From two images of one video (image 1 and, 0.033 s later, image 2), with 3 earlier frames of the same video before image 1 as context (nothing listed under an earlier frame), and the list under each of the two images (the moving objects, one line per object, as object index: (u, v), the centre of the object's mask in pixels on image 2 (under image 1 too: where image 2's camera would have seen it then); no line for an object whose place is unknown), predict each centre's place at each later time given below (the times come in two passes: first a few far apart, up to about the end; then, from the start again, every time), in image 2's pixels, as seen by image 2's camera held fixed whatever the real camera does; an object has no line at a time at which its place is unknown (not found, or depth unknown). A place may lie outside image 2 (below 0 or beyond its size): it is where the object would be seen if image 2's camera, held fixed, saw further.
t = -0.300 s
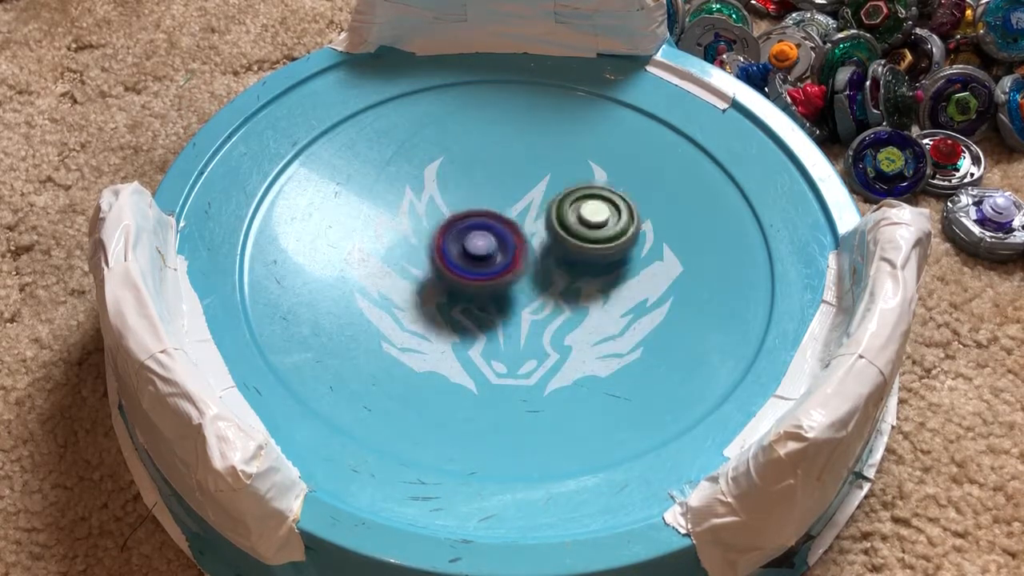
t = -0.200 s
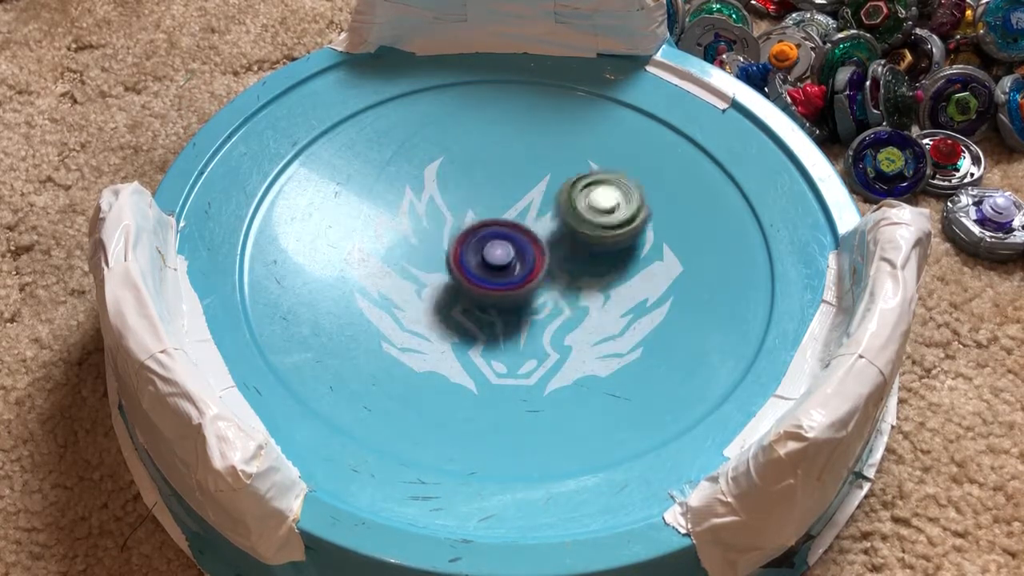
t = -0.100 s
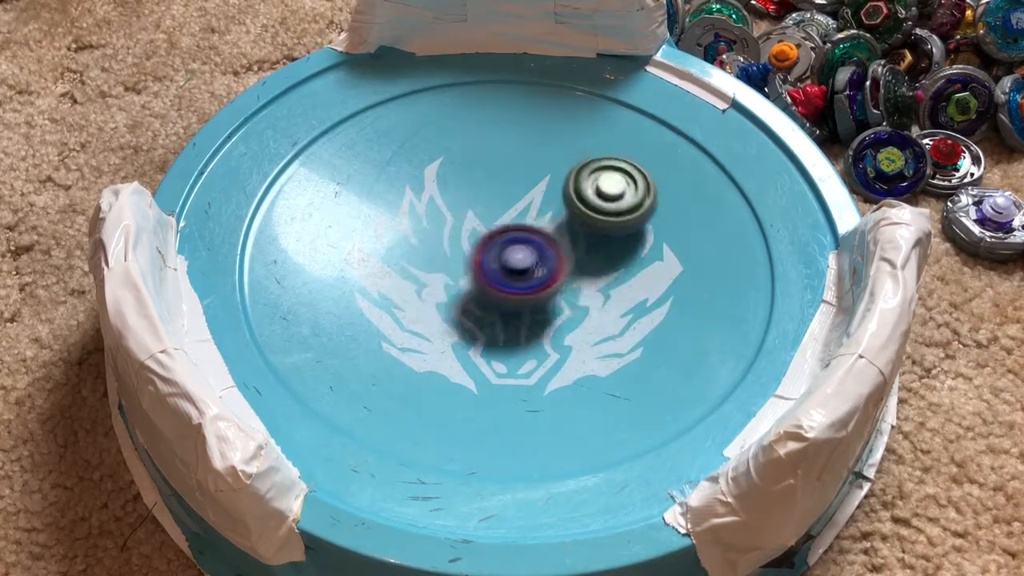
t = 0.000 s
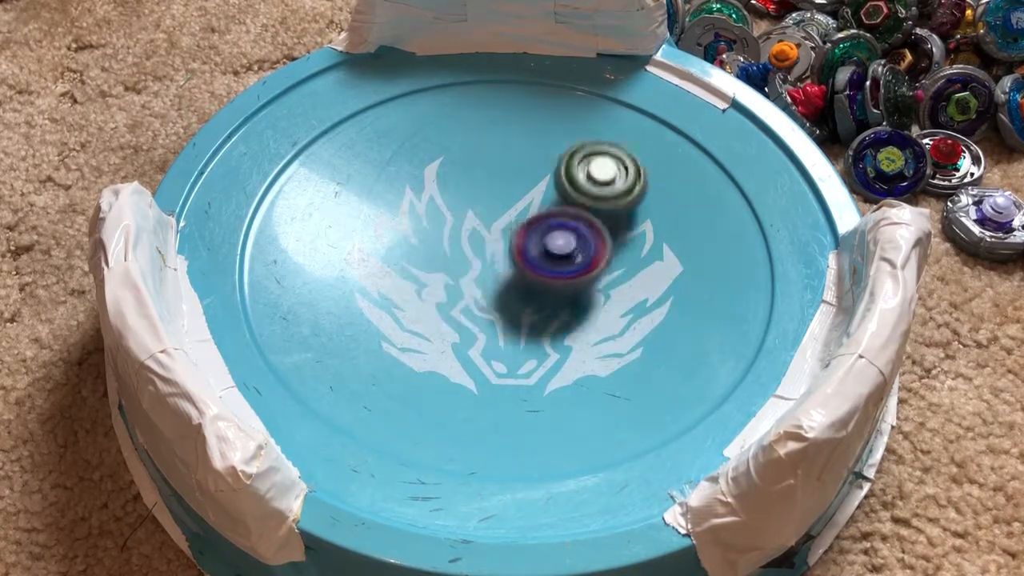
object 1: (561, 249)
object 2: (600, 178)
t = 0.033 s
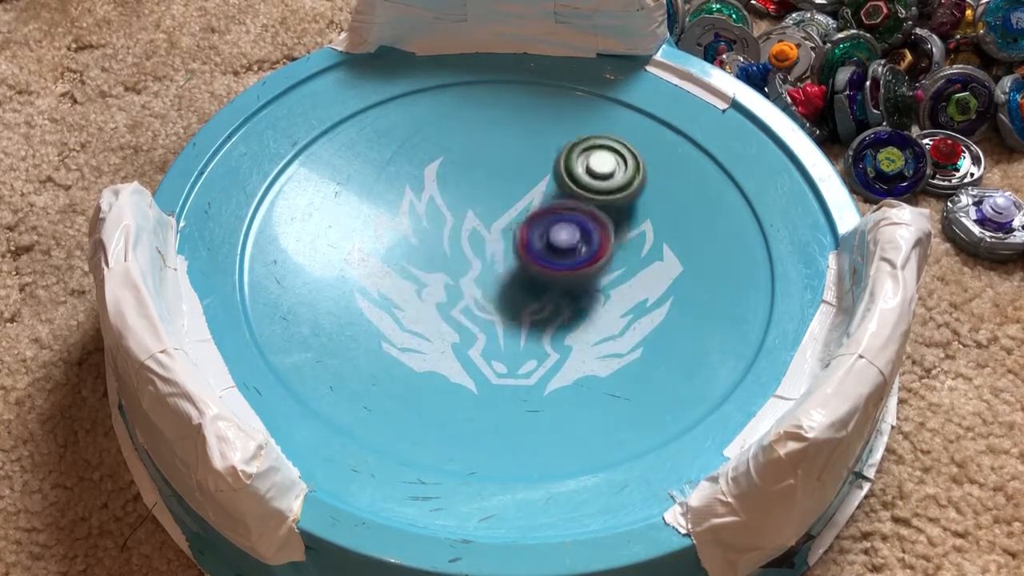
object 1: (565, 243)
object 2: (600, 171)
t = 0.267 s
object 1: (528, 252)
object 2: (580, 145)
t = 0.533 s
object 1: (544, 274)
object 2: (535, 191)
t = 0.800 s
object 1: (595, 294)
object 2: (532, 183)
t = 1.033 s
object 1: (557, 282)
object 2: (492, 168)
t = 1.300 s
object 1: (548, 318)
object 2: (471, 202)
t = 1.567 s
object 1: (564, 279)
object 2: (442, 224)
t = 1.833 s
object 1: (533, 273)
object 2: (426, 242)
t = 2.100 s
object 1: (565, 286)
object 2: (417, 259)
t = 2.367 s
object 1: (559, 229)
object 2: (363, 284)
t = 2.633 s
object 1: (488, 226)
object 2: (364, 306)
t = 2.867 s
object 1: (578, 256)
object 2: (379, 329)
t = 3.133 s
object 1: (521, 163)
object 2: (444, 312)
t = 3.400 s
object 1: (407, 281)
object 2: (519, 346)
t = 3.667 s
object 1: (440, 318)
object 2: (775, 248)
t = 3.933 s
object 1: (558, 200)
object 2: (651, 83)
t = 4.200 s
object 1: (351, 173)
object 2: (501, 150)
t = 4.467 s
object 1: (500, 341)
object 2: (470, 252)
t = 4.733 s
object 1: (673, 166)
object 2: (493, 278)
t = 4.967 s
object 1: (484, 89)
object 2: (505, 287)
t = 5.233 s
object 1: (393, 297)
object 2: (513, 291)
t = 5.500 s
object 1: (703, 352)
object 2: (516, 280)
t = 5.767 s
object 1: (662, 153)
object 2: (512, 267)
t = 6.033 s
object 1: (390, 206)
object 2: (510, 253)
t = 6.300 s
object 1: (438, 414)
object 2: (511, 242)
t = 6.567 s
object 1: (696, 317)
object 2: (516, 240)
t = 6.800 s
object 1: (552, 148)
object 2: (523, 242)
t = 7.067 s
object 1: (296, 195)
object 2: (530, 253)
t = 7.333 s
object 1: (423, 375)
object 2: (532, 262)
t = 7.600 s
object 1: (669, 238)
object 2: (526, 271)
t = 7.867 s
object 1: (519, 80)
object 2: (517, 273)
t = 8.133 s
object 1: (347, 214)
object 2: (506, 271)
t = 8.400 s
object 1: (573, 366)
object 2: (498, 260)
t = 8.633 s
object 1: (756, 235)
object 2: (497, 256)
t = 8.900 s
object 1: (562, 126)
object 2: (504, 249)
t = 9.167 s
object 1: (367, 268)
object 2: (515, 244)
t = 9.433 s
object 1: (543, 421)
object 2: (526, 247)
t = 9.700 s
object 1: (685, 256)
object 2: (532, 256)
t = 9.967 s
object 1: (461, 143)
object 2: (532, 265)
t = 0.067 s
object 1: (561, 240)
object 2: (601, 162)
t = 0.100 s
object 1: (552, 240)
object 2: (603, 149)
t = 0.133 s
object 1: (545, 243)
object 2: (601, 144)
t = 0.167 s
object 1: (540, 244)
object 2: (597, 142)
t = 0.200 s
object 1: (535, 246)
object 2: (591, 143)
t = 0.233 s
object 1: (531, 248)
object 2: (586, 143)
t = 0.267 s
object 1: (528, 252)
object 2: (580, 145)
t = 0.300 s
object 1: (526, 256)
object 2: (574, 149)
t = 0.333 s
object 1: (525, 261)
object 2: (567, 154)
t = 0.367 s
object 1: (526, 265)
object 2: (560, 160)
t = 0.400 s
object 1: (529, 269)
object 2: (554, 166)
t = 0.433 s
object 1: (533, 272)
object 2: (547, 173)
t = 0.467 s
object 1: (537, 274)
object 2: (542, 179)
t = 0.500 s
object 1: (541, 272)
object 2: (537, 186)
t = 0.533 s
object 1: (544, 274)
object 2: (535, 191)
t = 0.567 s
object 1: (546, 274)
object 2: (534, 196)
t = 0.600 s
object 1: (549, 273)
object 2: (535, 199)
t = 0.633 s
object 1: (552, 283)
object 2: (536, 189)
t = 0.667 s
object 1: (558, 295)
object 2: (537, 180)
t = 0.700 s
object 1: (566, 301)
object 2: (538, 177)
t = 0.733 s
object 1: (576, 304)
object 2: (537, 177)
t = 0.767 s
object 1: (587, 303)
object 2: (534, 180)
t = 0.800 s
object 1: (595, 294)
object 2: (532, 183)
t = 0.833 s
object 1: (601, 285)
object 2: (530, 188)
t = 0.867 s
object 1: (599, 277)
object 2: (529, 193)
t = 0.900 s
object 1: (592, 265)
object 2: (529, 197)
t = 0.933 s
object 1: (585, 259)
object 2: (523, 196)
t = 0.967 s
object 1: (579, 267)
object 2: (510, 180)
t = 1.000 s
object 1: (568, 277)
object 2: (499, 171)
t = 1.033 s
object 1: (557, 282)
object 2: (492, 168)
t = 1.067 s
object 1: (548, 287)
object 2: (487, 170)
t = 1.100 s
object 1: (541, 292)
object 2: (483, 173)
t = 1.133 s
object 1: (536, 299)
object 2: (481, 177)
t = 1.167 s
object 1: (535, 303)
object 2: (478, 181)
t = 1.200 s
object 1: (535, 309)
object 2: (476, 186)
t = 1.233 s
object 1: (537, 315)
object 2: (474, 192)
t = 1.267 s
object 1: (541, 317)
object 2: (472, 197)
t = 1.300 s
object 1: (548, 318)
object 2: (471, 202)
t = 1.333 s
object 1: (556, 318)
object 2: (469, 208)
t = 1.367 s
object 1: (562, 315)
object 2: (469, 214)
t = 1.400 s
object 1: (566, 309)
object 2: (468, 219)
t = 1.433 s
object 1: (568, 300)
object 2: (468, 224)
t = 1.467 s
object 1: (565, 288)
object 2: (468, 229)
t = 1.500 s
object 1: (557, 280)
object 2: (468, 234)
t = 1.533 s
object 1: (559, 279)
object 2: (457, 231)
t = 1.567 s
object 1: (564, 279)
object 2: (442, 224)
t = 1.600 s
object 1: (565, 281)
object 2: (432, 220)
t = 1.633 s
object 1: (564, 279)
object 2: (428, 220)
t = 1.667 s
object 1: (561, 279)
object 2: (426, 223)
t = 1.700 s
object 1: (559, 275)
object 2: (425, 227)
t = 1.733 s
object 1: (553, 275)
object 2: (424, 231)
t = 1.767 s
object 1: (547, 274)
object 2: (425, 233)
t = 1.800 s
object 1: (540, 273)
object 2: (425, 239)
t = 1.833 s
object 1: (533, 273)
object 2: (426, 242)
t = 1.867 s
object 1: (527, 275)
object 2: (426, 247)
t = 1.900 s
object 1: (526, 279)
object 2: (422, 248)
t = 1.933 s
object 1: (532, 287)
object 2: (415, 246)
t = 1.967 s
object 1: (539, 290)
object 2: (413, 248)
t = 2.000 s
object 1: (545, 294)
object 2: (413, 250)
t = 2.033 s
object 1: (552, 294)
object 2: (414, 254)
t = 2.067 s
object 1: (559, 291)
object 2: (416, 255)
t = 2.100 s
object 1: (565, 286)
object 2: (417, 259)
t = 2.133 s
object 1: (566, 279)
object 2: (420, 261)
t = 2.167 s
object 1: (565, 273)
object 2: (423, 263)
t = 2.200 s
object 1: (560, 265)
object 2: (425, 268)
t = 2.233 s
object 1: (551, 259)
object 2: (427, 269)
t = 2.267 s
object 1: (539, 253)
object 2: (429, 271)
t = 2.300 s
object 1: (530, 247)
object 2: (427, 271)
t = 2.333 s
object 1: (547, 237)
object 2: (393, 279)
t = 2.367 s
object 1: (559, 229)
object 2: (363, 284)
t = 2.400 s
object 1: (563, 224)
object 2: (343, 288)
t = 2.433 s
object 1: (561, 217)
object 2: (335, 291)
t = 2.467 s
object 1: (554, 213)
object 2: (333, 294)
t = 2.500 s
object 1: (543, 211)
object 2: (336, 297)
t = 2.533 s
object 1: (530, 210)
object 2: (341, 300)
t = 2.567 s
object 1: (515, 211)
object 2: (347, 303)
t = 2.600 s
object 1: (501, 215)
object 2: (355, 305)
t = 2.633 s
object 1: (488, 226)
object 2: (364, 306)
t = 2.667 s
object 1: (478, 238)
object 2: (375, 308)
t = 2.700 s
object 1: (472, 251)
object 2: (387, 308)
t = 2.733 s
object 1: (487, 257)
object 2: (382, 314)
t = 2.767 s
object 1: (511, 263)
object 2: (372, 322)
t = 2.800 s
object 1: (535, 265)
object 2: (370, 326)
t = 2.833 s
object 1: (557, 263)
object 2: (373, 328)
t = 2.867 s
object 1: (578, 256)
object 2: (379, 329)
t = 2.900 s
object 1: (594, 244)
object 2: (386, 328)
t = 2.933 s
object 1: (604, 230)
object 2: (394, 328)
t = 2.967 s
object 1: (607, 216)
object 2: (403, 327)
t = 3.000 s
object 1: (603, 199)
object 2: (412, 326)
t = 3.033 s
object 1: (592, 184)
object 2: (420, 321)
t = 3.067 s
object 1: (573, 172)
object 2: (429, 320)
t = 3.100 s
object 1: (549, 164)
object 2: (437, 318)
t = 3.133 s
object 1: (521, 163)
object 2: (444, 312)
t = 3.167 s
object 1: (493, 167)
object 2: (450, 310)
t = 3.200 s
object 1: (465, 179)
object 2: (456, 306)
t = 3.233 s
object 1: (442, 198)
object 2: (462, 303)
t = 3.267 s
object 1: (424, 221)
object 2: (468, 300)
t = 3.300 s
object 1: (411, 231)
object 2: (479, 310)
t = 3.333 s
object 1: (401, 244)
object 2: (495, 328)
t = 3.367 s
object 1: (400, 261)
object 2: (508, 342)
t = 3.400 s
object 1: (407, 281)
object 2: (519, 346)
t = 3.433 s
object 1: (423, 302)
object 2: (529, 345)
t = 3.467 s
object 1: (410, 303)
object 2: (583, 352)
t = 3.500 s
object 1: (394, 301)
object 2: (653, 363)
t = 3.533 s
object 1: (386, 300)
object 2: (716, 365)
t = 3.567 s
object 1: (387, 302)
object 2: (758, 341)
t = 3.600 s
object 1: (397, 307)
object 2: (786, 322)
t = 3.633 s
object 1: (414, 314)
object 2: (782, 284)
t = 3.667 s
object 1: (440, 318)
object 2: (775, 248)
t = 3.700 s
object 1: (470, 322)
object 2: (768, 213)
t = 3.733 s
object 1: (500, 316)
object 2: (757, 182)
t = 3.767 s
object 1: (527, 307)
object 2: (743, 152)
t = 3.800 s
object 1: (547, 292)
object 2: (726, 128)
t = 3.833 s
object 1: (562, 270)
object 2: (707, 110)
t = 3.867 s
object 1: (568, 247)
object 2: (690, 97)
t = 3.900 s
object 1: (566, 223)
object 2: (670, 89)
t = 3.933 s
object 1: (558, 200)
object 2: (651, 83)
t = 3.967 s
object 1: (543, 178)
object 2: (632, 84)
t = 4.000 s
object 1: (519, 159)
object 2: (608, 87)
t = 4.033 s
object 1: (493, 147)
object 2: (588, 92)
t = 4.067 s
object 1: (461, 139)
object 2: (570, 99)
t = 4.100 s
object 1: (432, 138)
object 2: (551, 110)
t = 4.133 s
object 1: (401, 144)
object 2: (532, 123)
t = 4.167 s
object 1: (374, 155)
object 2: (516, 136)
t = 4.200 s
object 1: (351, 173)
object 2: (501, 150)
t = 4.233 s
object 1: (336, 196)
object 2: (489, 165)
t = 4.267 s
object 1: (331, 223)
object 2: (480, 178)
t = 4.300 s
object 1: (336, 253)
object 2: (471, 193)
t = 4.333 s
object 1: (353, 280)
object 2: (466, 208)
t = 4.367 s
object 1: (382, 303)
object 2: (464, 221)
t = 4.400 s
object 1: (417, 321)
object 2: (464, 232)
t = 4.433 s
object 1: (458, 333)
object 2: (467, 243)
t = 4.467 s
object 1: (500, 341)
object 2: (470, 252)
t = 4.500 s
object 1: (542, 338)
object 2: (474, 257)
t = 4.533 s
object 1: (585, 326)
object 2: (478, 264)
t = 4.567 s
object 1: (620, 307)
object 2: (481, 267)
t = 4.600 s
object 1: (651, 283)
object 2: (483, 270)
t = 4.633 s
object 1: (670, 254)
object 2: (486, 273)
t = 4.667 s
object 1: (679, 223)
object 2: (488, 274)
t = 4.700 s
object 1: (679, 194)
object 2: (491, 277)
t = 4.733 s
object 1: (673, 166)
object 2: (493, 278)
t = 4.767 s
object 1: (658, 138)
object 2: (495, 280)
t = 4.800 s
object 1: (637, 117)
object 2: (497, 282)
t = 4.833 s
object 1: (611, 100)
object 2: (499, 283)
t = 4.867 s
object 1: (582, 87)
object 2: (500, 284)
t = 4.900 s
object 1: (550, 82)
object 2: (502, 285)
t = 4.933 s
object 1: (517, 83)
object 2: (504, 286)
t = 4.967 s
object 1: (484, 89)
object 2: (505, 287)
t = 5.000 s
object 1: (451, 104)
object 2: (506, 288)
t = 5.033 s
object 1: (423, 124)
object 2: (508, 288)
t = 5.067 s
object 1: (399, 146)
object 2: (508, 289)
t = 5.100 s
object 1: (381, 176)
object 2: (509, 290)
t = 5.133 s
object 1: (371, 206)
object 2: (510, 290)
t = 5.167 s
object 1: (370, 239)
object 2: (511, 290)
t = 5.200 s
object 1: (378, 265)
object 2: (511, 291)
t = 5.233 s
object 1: (393, 297)
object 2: (513, 291)
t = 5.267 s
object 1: (416, 323)
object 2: (516, 288)
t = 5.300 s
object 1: (452, 346)
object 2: (517, 286)
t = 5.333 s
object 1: (488, 361)
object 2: (517, 285)
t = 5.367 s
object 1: (528, 374)
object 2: (516, 285)
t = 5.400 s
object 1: (575, 380)
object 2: (516, 284)
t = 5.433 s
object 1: (620, 377)
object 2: (516, 284)
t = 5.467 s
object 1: (666, 368)
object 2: (516, 282)
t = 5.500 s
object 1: (703, 352)
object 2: (516, 280)
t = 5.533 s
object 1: (736, 331)
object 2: (515, 280)
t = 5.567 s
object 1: (759, 307)
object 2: (516, 275)
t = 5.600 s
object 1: (763, 273)
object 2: (515, 273)
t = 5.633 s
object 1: (757, 240)
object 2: (515, 271)
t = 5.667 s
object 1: (744, 209)
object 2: (514, 269)
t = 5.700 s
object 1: (722, 185)
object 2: (514, 267)
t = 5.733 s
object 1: (695, 167)
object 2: (513, 268)
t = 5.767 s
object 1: (662, 153)
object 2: (512, 267)
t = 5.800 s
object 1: (626, 142)
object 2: (512, 265)
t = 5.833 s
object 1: (588, 138)
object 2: (512, 263)
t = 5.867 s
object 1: (549, 139)
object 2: (511, 261)
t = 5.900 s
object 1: (513, 144)
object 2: (511, 259)
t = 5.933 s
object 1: (476, 154)
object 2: (510, 258)
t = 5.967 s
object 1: (445, 167)
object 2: (510, 256)
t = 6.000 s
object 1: (413, 187)
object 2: (510, 253)
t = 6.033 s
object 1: (390, 206)
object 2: (510, 253)
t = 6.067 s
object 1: (370, 230)
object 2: (510, 250)
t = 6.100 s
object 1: (355, 257)
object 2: (510, 249)
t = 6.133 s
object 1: (347, 289)
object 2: (509, 250)
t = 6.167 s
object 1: (348, 316)
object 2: (510, 247)
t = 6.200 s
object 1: (359, 344)
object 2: (510, 246)
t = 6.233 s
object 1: (376, 371)
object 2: (510, 244)
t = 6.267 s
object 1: (403, 395)
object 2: (511, 243)
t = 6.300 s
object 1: (438, 414)
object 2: (511, 242)
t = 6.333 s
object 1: (479, 427)
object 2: (511, 242)
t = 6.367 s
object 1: (522, 433)
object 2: (512, 241)
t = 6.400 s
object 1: (565, 431)
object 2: (512, 241)
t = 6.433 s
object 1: (607, 418)
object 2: (513, 240)
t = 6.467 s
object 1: (642, 399)
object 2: (513, 241)
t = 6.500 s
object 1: (671, 375)
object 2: (514, 240)
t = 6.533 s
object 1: (689, 345)
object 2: (515, 240)
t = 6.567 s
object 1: (696, 317)
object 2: (516, 240)
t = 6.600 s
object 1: (694, 284)
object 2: (517, 240)
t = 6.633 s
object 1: (685, 254)
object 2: (518, 239)
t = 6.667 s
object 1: (668, 225)
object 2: (519, 240)
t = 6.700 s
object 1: (645, 202)
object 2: (521, 241)
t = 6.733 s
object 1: (617, 180)
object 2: (521, 242)
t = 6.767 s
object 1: (587, 164)
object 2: (522, 243)
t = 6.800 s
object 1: (552, 148)
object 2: (523, 242)
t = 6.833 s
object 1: (516, 139)
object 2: (525, 244)
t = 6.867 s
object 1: (479, 134)
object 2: (526, 245)
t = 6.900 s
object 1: (446, 131)
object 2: (526, 246)
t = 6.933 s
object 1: (409, 136)
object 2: (527, 247)
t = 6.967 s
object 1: (375, 143)
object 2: (528, 248)
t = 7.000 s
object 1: (344, 156)
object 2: (529, 249)
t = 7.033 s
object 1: (318, 172)
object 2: (530, 251)
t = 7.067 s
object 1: (296, 195)
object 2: (530, 253)
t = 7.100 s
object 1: (281, 219)
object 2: (531, 255)
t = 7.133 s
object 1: (273, 245)
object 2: (531, 256)
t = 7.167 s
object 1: (275, 275)
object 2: (532, 257)
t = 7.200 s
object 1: (288, 302)
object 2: (532, 257)
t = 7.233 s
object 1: (310, 325)
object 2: (532, 258)
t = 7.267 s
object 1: (341, 347)
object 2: (532, 259)
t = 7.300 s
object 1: (379, 364)
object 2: (532, 262)
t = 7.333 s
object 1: (423, 375)
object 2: (532, 262)
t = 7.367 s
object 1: (469, 378)
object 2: (531, 265)
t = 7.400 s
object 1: (515, 373)
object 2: (531, 264)
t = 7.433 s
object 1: (556, 361)
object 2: (531, 266)
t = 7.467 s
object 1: (592, 346)
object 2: (530, 267)
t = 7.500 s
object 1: (625, 323)
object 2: (529, 269)
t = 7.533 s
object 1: (649, 297)
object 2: (528, 269)
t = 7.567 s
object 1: (664, 268)
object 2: (528, 270)
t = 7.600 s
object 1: (669, 238)
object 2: (526, 271)
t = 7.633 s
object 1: (667, 209)
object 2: (526, 272)
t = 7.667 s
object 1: (660, 182)
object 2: (525, 272)
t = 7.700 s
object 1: (646, 156)
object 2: (523, 273)
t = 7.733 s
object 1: (628, 134)
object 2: (522, 273)
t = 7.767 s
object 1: (603, 111)
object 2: (520, 273)
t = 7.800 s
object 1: (577, 96)
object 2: (519, 274)
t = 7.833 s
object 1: (548, 86)
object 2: (518, 273)
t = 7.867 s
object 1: (519, 80)
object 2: (517, 273)
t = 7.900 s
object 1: (489, 79)
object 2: (515, 273)
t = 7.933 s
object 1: (458, 85)
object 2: (514, 274)
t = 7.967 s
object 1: (428, 94)
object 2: (512, 273)
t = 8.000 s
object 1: (400, 112)
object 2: (511, 273)
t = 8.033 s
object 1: (377, 133)
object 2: (509, 273)
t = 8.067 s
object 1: (362, 156)
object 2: (508, 272)
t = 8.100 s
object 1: (350, 184)
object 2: (507, 272)
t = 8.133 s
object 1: (347, 214)
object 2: (506, 271)
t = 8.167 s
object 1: (352, 245)
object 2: (504, 270)
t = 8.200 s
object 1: (366, 274)
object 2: (503, 269)
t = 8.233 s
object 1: (386, 299)
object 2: (502, 268)
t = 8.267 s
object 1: (417, 323)
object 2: (501, 268)
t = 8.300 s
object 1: (451, 343)
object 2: (500, 264)
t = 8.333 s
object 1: (490, 355)
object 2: (500, 262)
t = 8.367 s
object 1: (530, 363)
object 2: (499, 261)
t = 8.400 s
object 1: (573, 366)
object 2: (498, 260)
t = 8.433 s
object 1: (616, 360)
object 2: (497, 261)
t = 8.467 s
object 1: (656, 348)
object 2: (497, 260)
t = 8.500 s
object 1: (690, 329)
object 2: (497, 259)
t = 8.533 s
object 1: (719, 310)
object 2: (496, 259)
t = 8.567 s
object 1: (740, 287)
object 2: (497, 258)
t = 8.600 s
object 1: (753, 259)
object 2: (497, 257)
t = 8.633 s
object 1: (756, 235)
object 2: (497, 256)
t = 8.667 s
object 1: (751, 210)
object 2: (498, 255)
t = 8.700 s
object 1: (738, 186)
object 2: (498, 254)
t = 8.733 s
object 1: (718, 166)
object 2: (499, 254)
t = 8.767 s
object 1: (693, 149)
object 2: (500, 253)
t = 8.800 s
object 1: (663, 137)
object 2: (500, 252)
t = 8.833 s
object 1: (630, 130)
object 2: (501, 251)
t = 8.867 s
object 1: (595, 127)
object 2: (503, 250)
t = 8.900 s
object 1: (562, 126)
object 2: (504, 249)
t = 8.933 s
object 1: (528, 131)
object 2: (505, 248)
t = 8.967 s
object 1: (493, 142)
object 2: (507, 247)
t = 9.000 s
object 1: (462, 154)
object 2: (508, 247)
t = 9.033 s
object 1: (432, 175)
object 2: (509, 245)
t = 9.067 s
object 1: (410, 193)
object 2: (511, 244)
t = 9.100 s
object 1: (390, 216)
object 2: (512, 244)
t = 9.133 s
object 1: (376, 242)
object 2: (514, 244)
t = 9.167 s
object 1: (367, 268)
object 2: (515, 244)
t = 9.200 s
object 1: (365, 295)
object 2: (517, 246)
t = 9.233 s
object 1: (370, 321)
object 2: (518, 245)
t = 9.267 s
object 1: (383, 349)
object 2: (520, 244)
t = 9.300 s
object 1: (403, 371)
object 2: (521, 245)
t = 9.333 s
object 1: (431, 392)
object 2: (522, 245)
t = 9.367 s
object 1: (465, 407)
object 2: (524, 246)
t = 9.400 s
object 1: (502, 418)
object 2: (525, 247)
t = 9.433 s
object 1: (543, 421)
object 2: (526, 247)
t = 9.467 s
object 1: (584, 418)
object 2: (528, 248)
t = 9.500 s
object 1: (621, 407)
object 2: (529, 249)
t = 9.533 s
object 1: (653, 388)
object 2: (529, 251)
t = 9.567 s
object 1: (677, 366)
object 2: (531, 250)
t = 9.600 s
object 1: (693, 338)
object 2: (531, 252)
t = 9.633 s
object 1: (698, 311)
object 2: (531, 253)
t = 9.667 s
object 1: (695, 283)
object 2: (532, 254)
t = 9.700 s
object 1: (685, 256)
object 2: (532, 256)
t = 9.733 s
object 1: (670, 230)
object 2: (533, 257)
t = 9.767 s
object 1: (648, 210)
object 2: (533, 257)
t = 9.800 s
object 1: (622, 190)
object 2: (533, 259)
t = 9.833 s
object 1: (592, 172)
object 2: (533, 260)
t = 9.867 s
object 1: (561, 161)
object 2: (533, 261)
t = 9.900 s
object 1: (528, 150)
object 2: (534, 261)
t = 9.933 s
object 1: (494, 145)
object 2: (533, 264)
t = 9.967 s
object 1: (461, 143)
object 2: (532, 265)
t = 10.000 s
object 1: (429, 146)
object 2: (532, 264)
